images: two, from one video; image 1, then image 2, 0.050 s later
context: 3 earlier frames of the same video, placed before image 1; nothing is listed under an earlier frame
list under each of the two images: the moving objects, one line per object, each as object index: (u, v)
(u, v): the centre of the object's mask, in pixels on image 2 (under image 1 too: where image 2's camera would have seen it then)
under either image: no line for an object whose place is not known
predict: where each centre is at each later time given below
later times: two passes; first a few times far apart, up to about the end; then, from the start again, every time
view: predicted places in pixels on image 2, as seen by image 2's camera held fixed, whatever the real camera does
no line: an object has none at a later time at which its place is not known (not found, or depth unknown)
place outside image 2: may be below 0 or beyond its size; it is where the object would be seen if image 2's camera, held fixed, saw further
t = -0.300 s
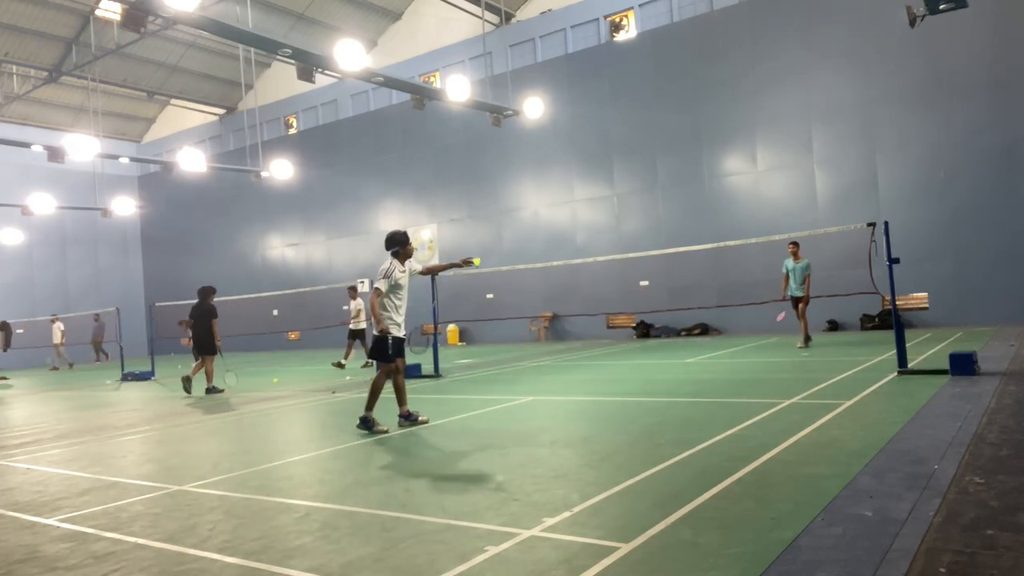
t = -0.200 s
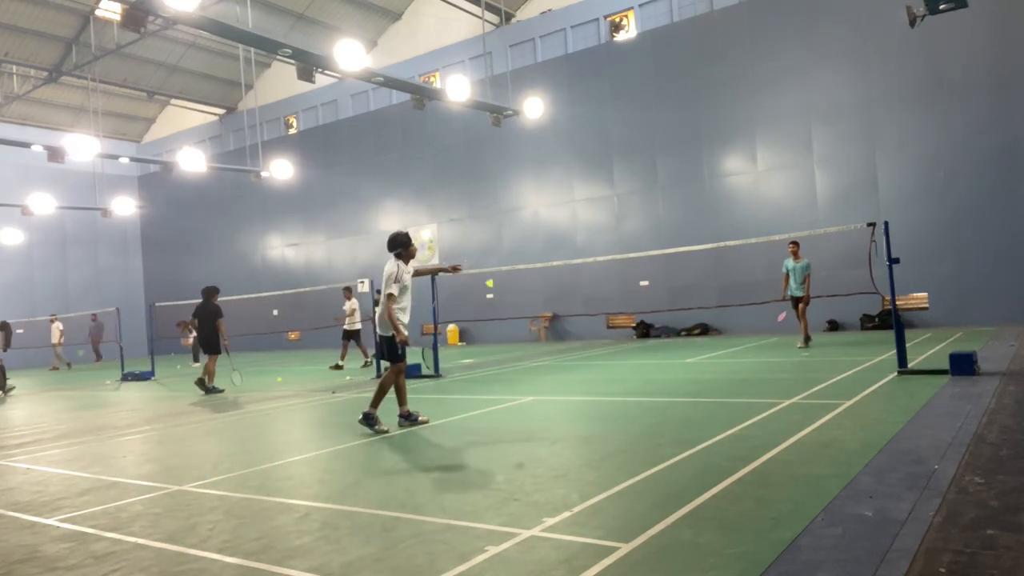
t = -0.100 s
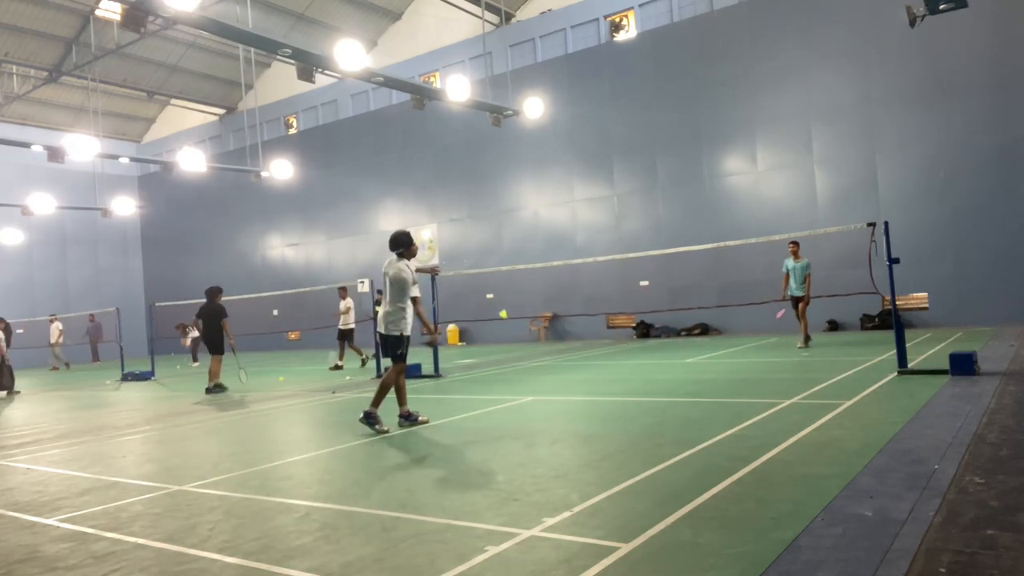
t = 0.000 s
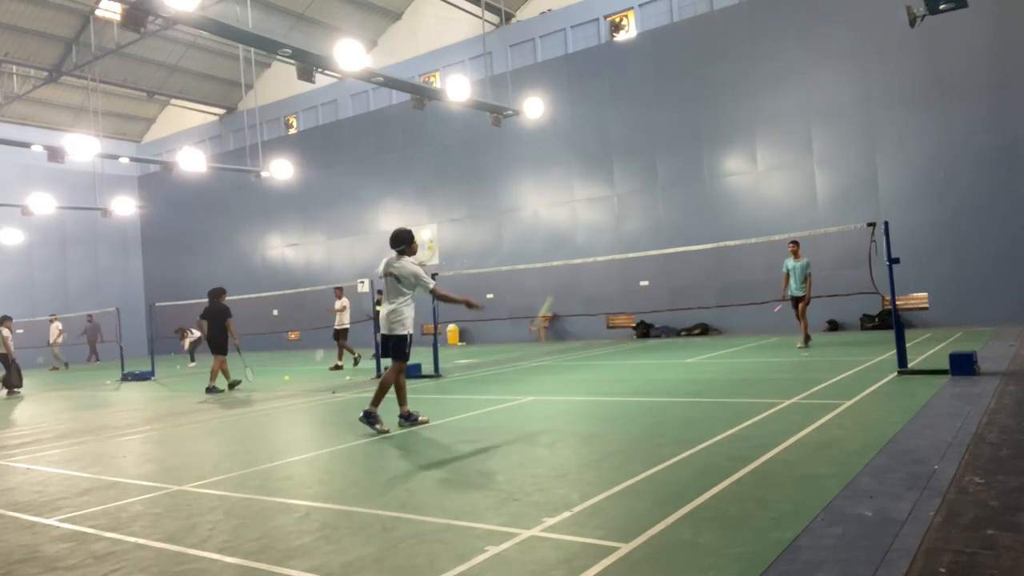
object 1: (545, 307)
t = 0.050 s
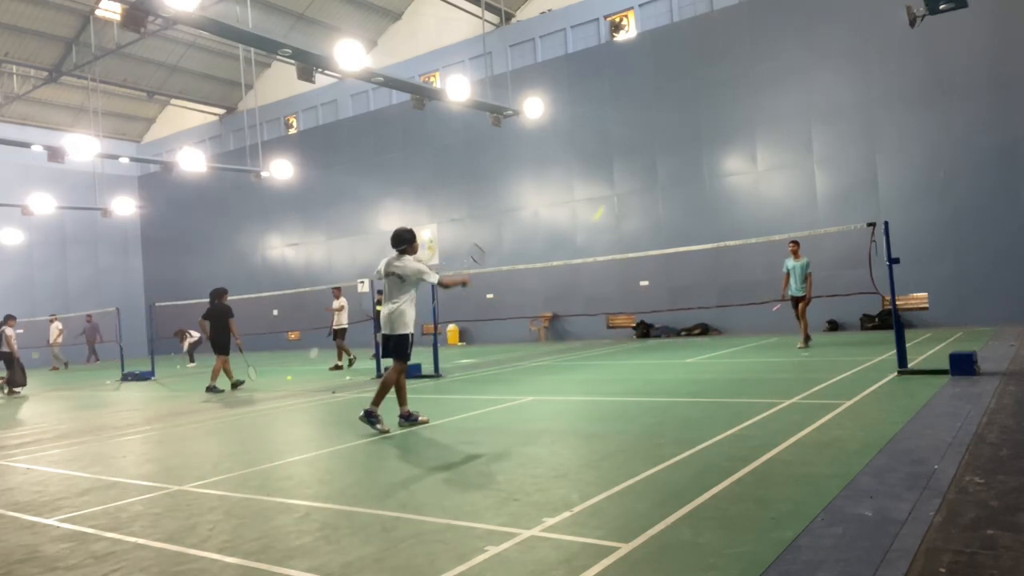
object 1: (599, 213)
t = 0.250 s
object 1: (696, 73)
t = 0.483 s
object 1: (744, 36)
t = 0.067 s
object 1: (613, 192)
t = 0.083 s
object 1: (624, 172)
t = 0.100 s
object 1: (634, 157)
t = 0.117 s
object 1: (645, 143)
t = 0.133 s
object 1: (653, 130)
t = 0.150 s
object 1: (661, 119)
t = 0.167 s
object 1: (668, 109)
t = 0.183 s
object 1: (674, 100)
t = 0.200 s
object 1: (680, 93)
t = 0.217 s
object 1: (686, 85)
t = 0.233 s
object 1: (691, 79)
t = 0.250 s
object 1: (696, 73)
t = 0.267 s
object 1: (700, 68)
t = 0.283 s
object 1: (705, 63)
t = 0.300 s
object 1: (709, 60)
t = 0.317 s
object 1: (713, 56)
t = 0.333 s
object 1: (716, 52)
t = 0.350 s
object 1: (720, 49)
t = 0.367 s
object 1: (723, 47)
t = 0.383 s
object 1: (727, 44)
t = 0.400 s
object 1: (730, 42)
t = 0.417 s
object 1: (733, 41)
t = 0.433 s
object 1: (736, 39)
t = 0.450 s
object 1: (738, 38)
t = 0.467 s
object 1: (741, 37)
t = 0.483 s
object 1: (744, 36)
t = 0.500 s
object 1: (746, 35)
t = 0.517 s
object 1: (749, 35)
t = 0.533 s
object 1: (751, 35)
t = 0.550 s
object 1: (753, 35)
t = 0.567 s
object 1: (756, 35)
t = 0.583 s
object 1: (758, 35)
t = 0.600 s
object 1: (760, 36)
